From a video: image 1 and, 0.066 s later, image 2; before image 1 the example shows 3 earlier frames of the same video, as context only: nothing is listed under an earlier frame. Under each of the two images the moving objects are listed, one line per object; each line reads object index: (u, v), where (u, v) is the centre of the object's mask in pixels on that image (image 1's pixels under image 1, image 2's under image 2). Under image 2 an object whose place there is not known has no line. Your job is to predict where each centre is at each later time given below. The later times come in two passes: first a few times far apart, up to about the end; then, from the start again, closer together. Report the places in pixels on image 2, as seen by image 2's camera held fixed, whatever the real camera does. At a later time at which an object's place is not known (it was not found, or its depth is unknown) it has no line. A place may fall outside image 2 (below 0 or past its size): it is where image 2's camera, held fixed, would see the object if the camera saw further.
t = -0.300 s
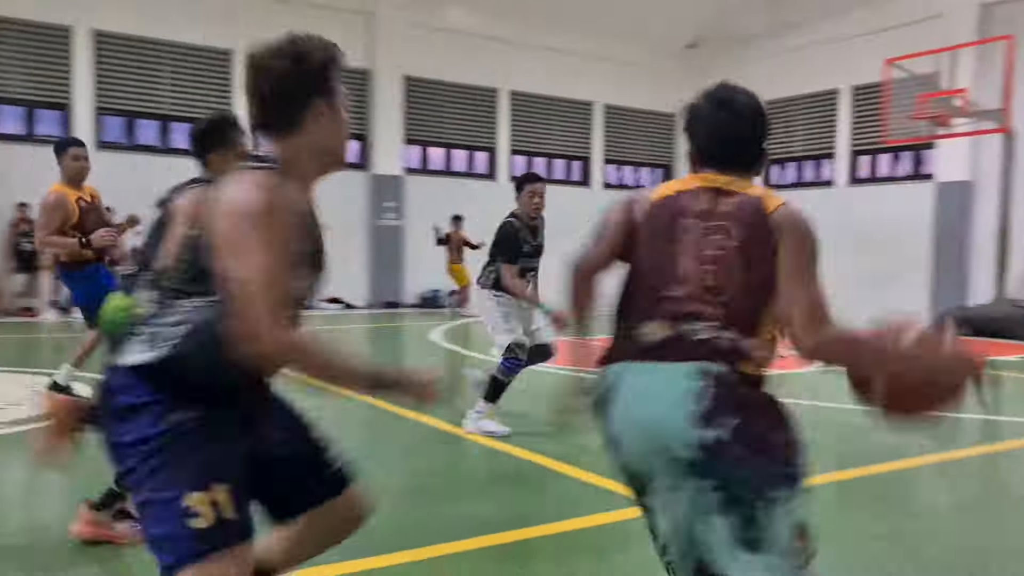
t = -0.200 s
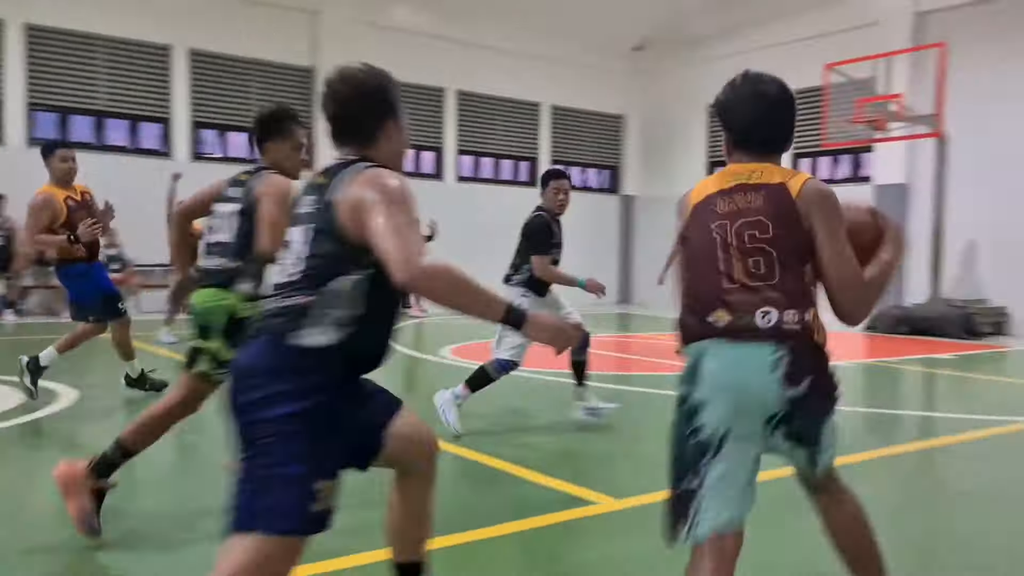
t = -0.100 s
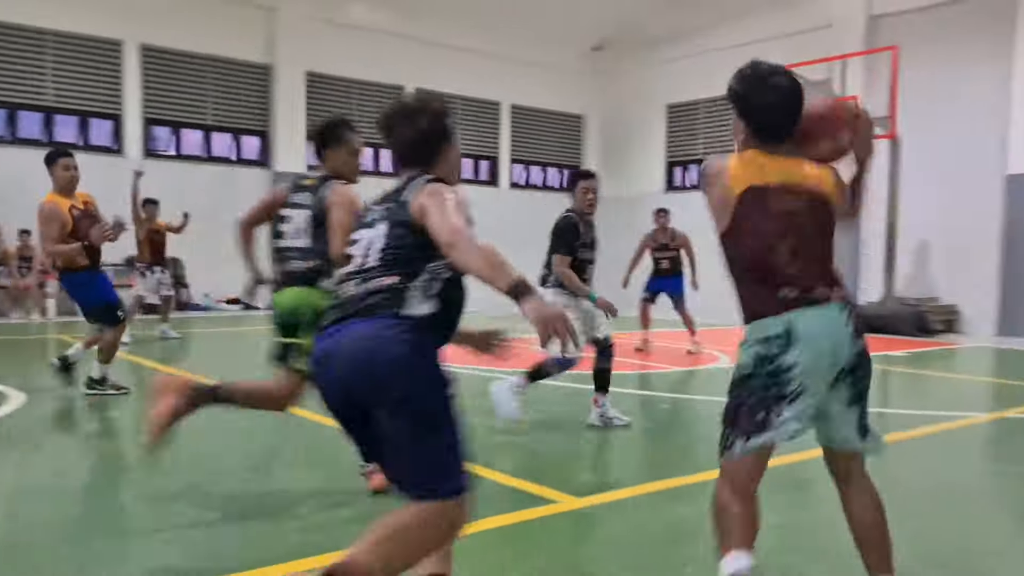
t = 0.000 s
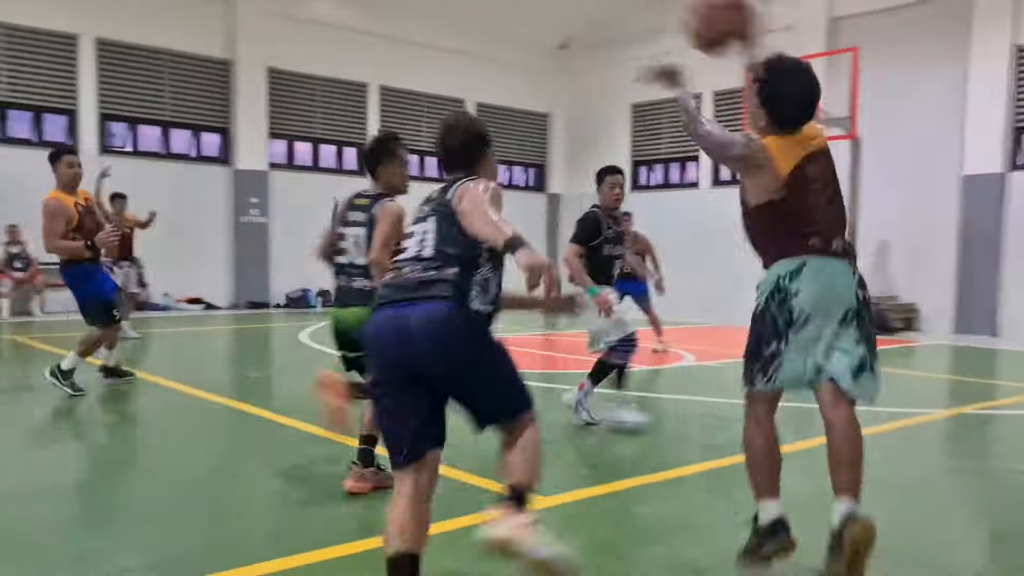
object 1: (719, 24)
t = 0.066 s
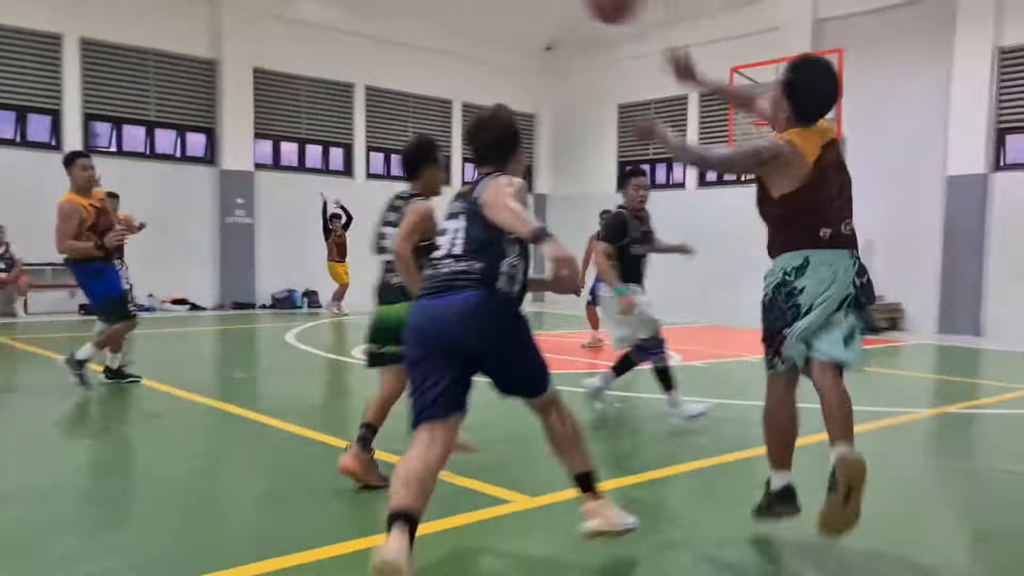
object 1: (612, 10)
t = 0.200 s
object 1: (490, 4)
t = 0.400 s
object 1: (383, 24)
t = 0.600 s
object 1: (317, 86)
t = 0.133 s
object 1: (544, 5)
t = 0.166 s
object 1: (516, 4)
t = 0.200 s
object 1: (490, 4)
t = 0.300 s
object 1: (429, 9)
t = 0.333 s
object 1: (412, 12)
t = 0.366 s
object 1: (398, 17)
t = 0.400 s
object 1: (383, 24)
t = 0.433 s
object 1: (371, 33)
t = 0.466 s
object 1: (359, 43)
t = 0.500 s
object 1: (348, 53)
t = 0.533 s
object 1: (338, 64)
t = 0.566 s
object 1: (327, 75)
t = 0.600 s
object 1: (317, 86)
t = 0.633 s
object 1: (308, 97)
